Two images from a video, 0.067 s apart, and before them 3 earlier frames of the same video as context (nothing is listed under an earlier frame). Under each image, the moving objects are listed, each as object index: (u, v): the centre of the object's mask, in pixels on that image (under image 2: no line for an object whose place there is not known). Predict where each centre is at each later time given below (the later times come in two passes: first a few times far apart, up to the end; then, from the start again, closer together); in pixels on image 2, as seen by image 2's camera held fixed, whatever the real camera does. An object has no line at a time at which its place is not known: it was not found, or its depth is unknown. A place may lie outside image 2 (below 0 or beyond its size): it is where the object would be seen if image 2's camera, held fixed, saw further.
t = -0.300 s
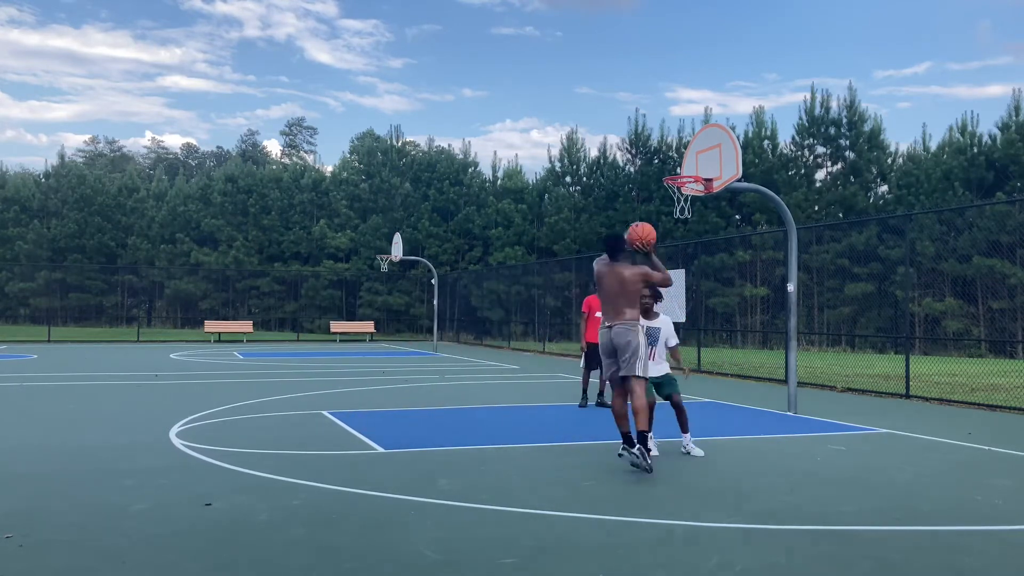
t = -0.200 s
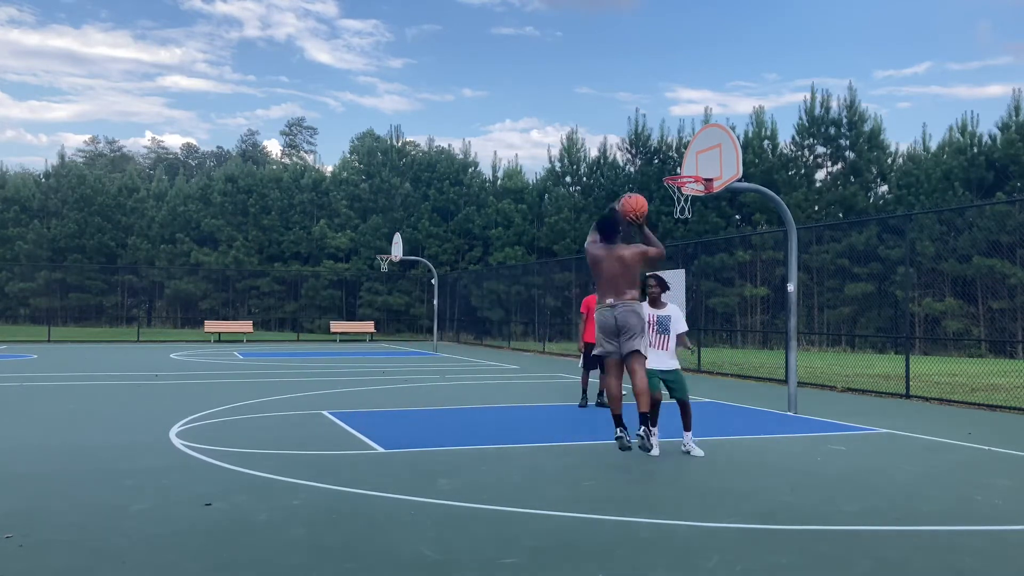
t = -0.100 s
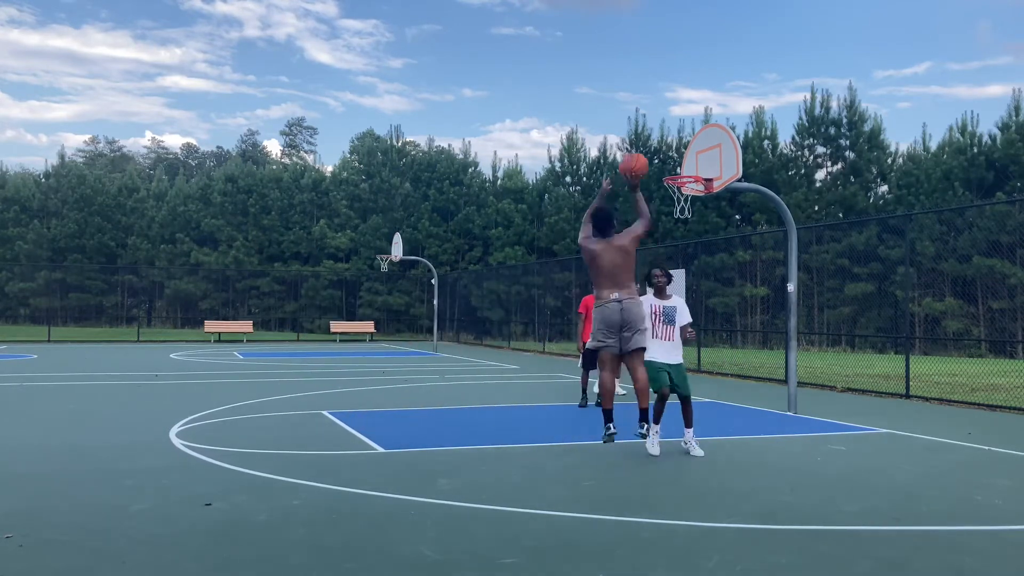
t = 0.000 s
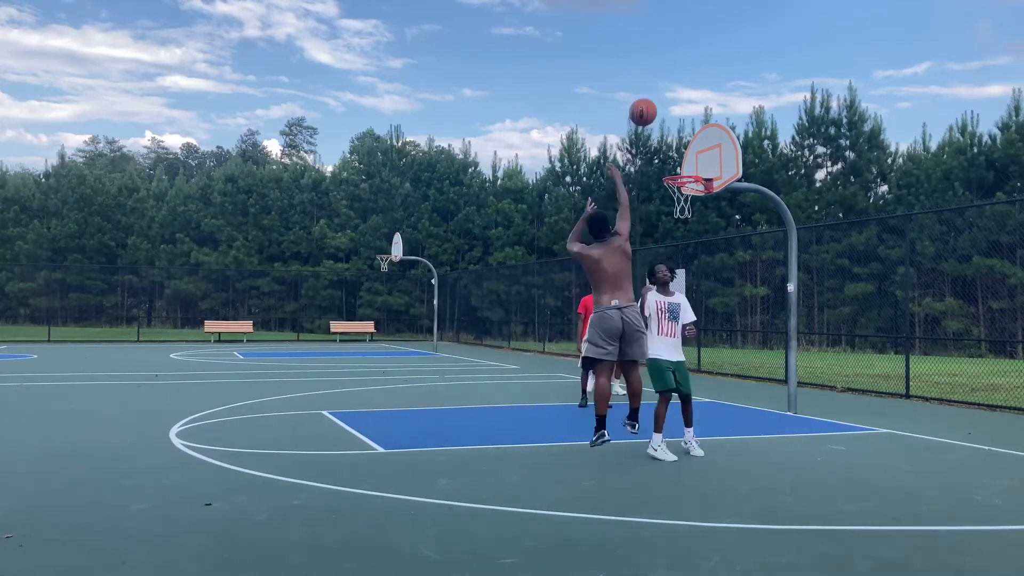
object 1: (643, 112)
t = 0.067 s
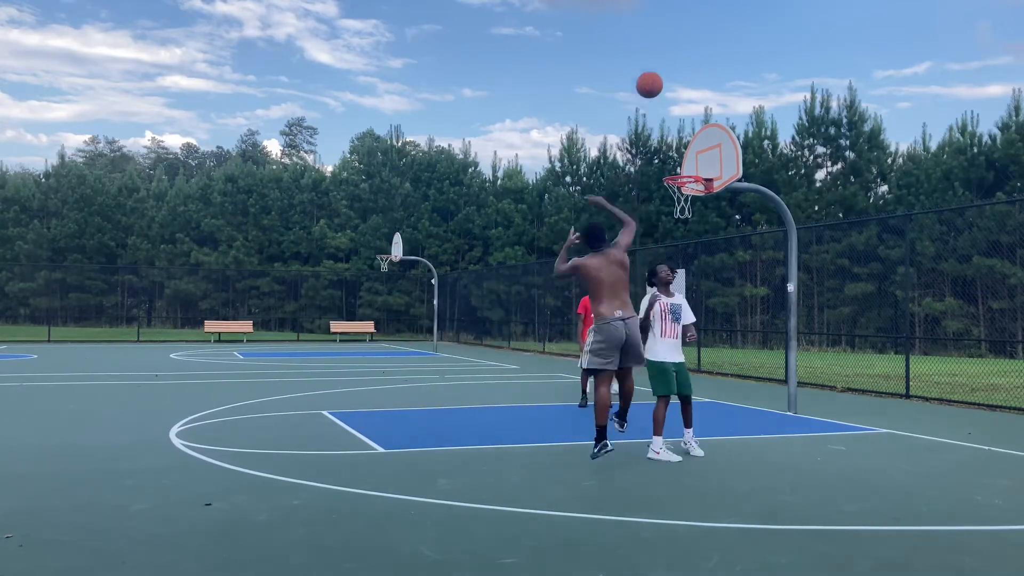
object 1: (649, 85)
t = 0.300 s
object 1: (668, 34)
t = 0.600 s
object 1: (684, 52)
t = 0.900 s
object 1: (697, 136)
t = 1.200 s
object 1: (648, 150)
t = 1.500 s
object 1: (578, 174)
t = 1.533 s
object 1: (570, 181)
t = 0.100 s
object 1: (652, 73)
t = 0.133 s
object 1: (655, 63)
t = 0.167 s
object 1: (658, 55)
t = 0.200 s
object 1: (661, 48)
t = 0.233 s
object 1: (663, 42)
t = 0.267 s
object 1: (665, 37)
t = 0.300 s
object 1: (668, 34)
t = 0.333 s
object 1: (670, 32)
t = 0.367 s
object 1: (672, 31)
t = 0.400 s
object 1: (674, 31)
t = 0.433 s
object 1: (676, 33)
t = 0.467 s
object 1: (678, 35)
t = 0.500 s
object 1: (680, 38)
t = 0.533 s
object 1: (681, 42)
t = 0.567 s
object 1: (683, 46)
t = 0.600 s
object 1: (684, 52)
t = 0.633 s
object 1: (686, 58)
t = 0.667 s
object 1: (687, 66)
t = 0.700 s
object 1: (689, 73)
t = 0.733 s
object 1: (690, 82)
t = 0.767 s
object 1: (692, 92)
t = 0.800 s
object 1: (693, 102)
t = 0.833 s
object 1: (694, 112)
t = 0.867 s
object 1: (695, 124)
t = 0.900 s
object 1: (697, 136)
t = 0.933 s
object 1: (698, 148)
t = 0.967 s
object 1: (699, 162)
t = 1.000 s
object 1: (697, 170)
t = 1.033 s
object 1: (688, 166)
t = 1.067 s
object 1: (680, 161)
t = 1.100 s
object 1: (673, 157)
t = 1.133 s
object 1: (665, 154)
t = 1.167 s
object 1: (657, 152)
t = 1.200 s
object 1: (648, 150)
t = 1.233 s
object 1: (641, 149)
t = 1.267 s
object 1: (633, 150)
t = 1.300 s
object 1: (625, 151)
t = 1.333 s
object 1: (617, 153)
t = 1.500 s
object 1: (578, 174)
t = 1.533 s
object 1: (570, 181)
